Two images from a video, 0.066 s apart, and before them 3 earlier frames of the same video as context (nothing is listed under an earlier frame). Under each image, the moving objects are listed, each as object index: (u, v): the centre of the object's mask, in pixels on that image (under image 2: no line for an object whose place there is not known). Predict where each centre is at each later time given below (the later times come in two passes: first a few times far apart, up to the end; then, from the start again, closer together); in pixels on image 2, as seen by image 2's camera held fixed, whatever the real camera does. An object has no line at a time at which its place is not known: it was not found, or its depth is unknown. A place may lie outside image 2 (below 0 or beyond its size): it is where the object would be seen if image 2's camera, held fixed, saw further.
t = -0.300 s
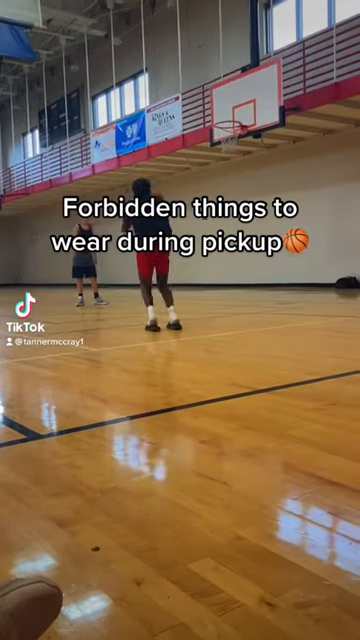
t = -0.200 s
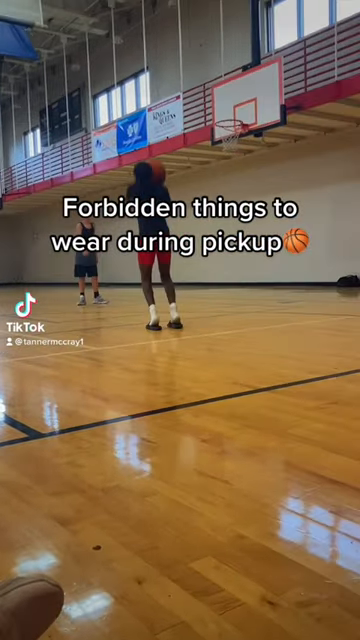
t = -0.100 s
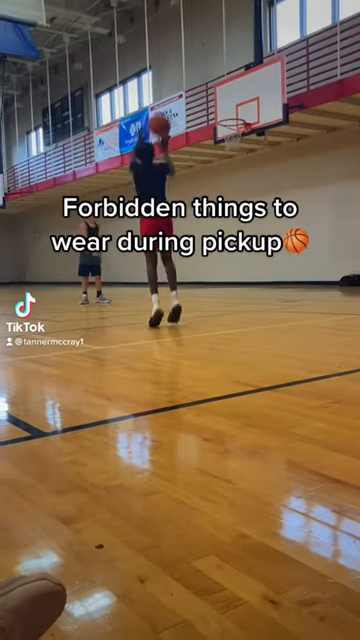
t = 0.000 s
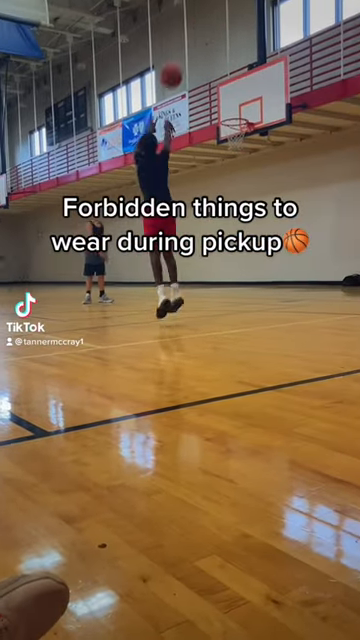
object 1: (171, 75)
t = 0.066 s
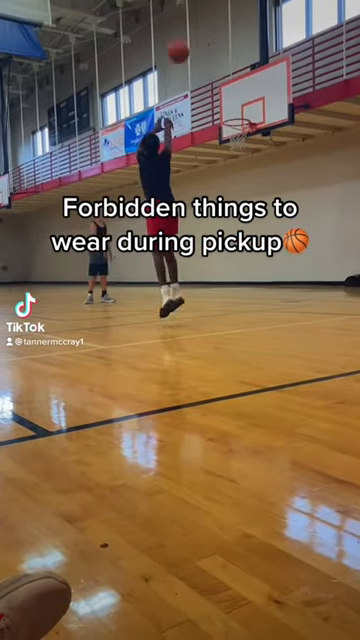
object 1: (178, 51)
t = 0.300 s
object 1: (196, 7)
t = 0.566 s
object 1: (211, 13)
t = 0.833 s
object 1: (224, 64)
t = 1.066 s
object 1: (234, 130)
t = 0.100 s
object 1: (181, 42)
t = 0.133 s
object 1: (183, 33)
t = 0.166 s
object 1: (186, 25)
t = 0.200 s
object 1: (188, 19)
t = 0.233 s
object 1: (190, 15)
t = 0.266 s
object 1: (192, 11)
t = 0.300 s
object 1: (196, 7)
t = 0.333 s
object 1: (197, 5)
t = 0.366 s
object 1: (198, 5)
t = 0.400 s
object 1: (201, 5)
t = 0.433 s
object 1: (203, 4)
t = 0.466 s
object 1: (205, 6)
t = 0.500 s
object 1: (208, 7)
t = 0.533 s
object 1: (209, 10)
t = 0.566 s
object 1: (211, 13)
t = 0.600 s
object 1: (212, 18)
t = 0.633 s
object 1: (214, 22)
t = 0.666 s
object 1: (216, 29)
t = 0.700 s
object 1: (218, 35)
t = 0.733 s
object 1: (219, 42)
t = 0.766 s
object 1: (221, 48)
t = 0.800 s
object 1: (222, 56)
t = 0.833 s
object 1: (224, 64)
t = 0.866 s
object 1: (225, 72)
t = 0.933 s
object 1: (229, 91)
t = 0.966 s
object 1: (230, 100)
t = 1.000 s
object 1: (231, 110)
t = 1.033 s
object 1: (232, 120)
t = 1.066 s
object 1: (234, 130)
